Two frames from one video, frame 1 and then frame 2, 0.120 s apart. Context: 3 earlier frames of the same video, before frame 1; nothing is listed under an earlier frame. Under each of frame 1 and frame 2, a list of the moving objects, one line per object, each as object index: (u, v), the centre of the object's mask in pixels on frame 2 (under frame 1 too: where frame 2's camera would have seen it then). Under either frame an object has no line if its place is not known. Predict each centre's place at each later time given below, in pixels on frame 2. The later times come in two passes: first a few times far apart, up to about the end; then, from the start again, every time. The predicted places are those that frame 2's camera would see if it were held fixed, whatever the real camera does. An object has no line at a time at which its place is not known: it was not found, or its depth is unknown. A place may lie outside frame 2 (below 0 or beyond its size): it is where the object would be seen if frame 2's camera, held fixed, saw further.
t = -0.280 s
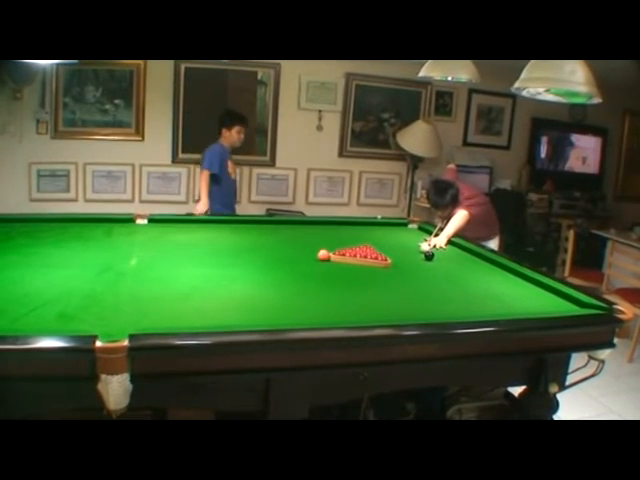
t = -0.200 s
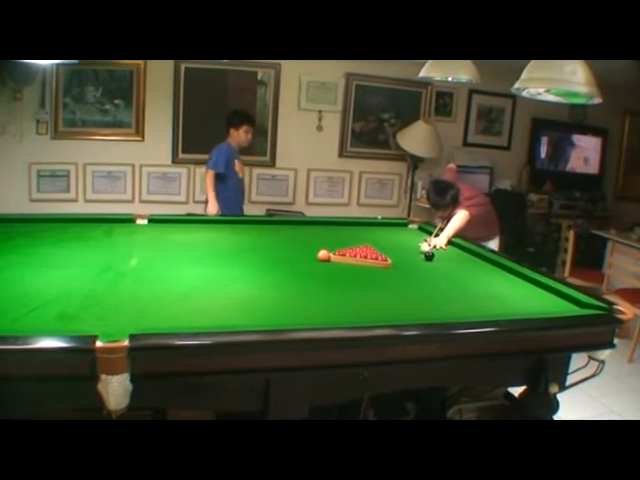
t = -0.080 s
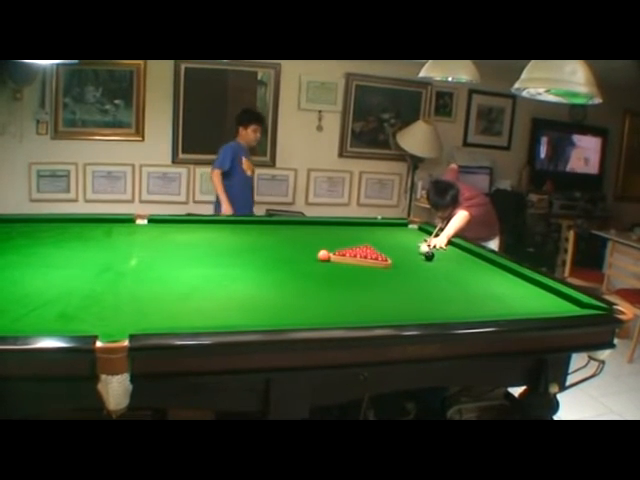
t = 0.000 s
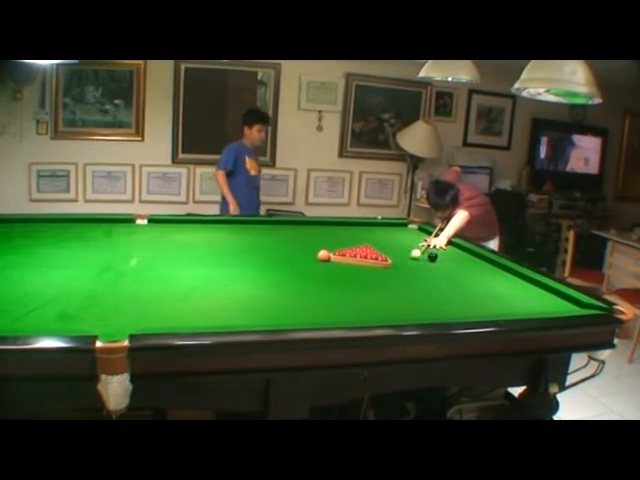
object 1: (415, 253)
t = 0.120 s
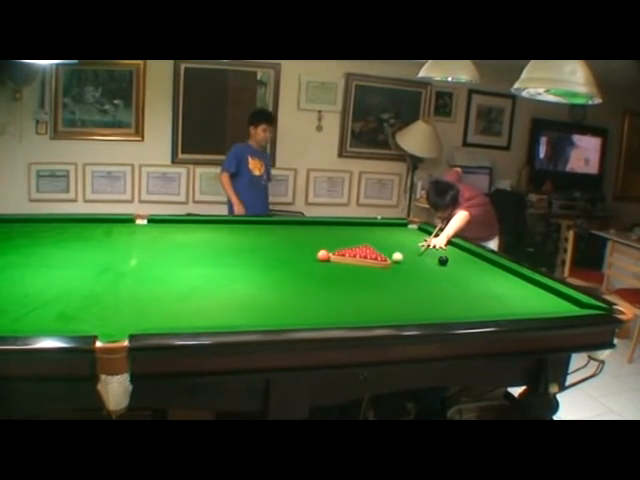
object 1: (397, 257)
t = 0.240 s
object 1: (391, 259)
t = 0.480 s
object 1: (396, 263)
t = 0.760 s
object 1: (401, 267)
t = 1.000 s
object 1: (405, 271)
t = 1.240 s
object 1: (410, 275)
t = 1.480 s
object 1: (414, 277)
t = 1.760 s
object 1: (418, 281)
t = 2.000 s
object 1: (421, 283)
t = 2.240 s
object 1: (422, 285)
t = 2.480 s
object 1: (424, 286)
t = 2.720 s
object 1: (425, 287)
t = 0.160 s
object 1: (391, 257)
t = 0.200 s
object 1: (391, 258)
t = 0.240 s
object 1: (391, 259)
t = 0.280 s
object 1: (392, 260)
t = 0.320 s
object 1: (393, 260)
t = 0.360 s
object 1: (394, 261)
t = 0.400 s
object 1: (394, 262)
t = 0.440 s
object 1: (395, 262)
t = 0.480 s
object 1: (396, 263)
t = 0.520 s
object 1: (397, 264)
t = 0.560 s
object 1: (398, 264)
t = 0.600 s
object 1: (398, 265)
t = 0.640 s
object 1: (399, 265)
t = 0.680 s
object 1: (400, 266)
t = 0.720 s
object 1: (400, 267)
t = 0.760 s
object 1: (401, 267)
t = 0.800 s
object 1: (402, 268)
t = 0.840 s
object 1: (403, 269)
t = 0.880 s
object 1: (403, 269)
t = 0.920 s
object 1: (404, 270)
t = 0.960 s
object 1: (405, 271)
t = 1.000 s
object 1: (405, 271)
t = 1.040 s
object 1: (406, 272)
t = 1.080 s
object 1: (407, 272)
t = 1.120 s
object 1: (408, 273)
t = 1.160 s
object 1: (408, 273)
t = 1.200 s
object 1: (409, 274)
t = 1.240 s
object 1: (410, 275)
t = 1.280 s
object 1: (411, 275)
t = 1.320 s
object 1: (411, 276)
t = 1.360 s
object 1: (412, 276)
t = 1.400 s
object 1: (412, 277)
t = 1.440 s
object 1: (413, 277)
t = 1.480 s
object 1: (414, 277)
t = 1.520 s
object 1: (414, 278)
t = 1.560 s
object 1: (415, 279)
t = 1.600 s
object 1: (416, 279)
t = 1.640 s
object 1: (416, 279)
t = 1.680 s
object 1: (417, 280)
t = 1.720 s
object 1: (418, 281)
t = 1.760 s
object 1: (418, 281)
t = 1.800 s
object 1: (418, 281)
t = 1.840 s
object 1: (419, 281)
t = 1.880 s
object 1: (419, 282)
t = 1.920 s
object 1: (420, 282)
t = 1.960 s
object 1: (420, 283)
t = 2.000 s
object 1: (421, 283)
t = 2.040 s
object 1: (421, 283)
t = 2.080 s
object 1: (421, 284)
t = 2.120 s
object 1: (422, 284)
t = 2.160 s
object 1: (422, 284)
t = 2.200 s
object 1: (422, 285)
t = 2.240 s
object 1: (422, 285)
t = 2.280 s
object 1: (423, 285)
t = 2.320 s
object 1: (423, 285)
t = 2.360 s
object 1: (423, 285)
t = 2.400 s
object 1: (424, 286)
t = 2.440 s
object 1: (424, 286)
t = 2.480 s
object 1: (424, 286)
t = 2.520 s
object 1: (424, 286)
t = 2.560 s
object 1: (424, 286)
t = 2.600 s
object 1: (424, 286)
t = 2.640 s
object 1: (425, 286)
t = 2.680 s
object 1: (425, 287)
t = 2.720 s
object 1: (425, 287)
